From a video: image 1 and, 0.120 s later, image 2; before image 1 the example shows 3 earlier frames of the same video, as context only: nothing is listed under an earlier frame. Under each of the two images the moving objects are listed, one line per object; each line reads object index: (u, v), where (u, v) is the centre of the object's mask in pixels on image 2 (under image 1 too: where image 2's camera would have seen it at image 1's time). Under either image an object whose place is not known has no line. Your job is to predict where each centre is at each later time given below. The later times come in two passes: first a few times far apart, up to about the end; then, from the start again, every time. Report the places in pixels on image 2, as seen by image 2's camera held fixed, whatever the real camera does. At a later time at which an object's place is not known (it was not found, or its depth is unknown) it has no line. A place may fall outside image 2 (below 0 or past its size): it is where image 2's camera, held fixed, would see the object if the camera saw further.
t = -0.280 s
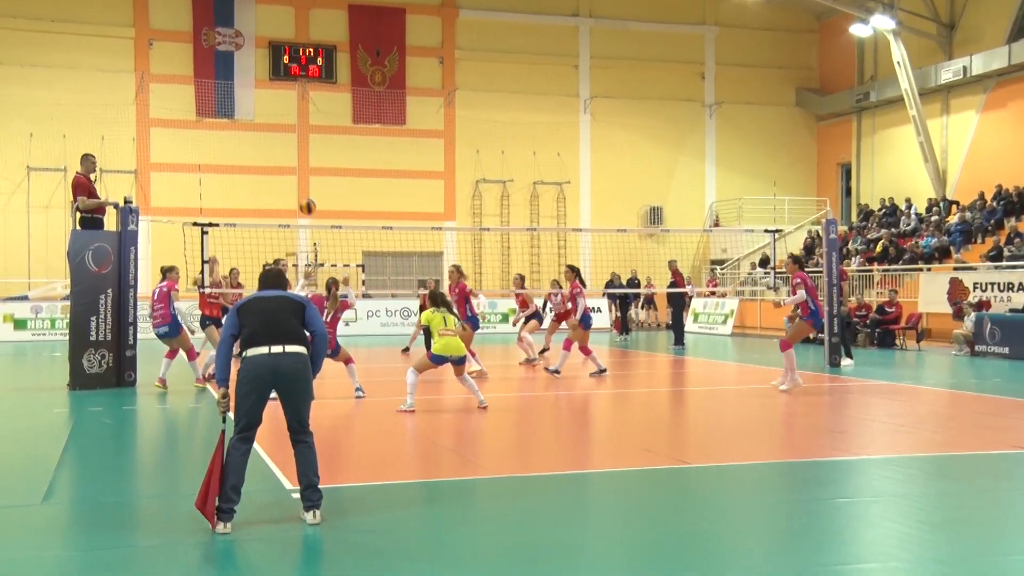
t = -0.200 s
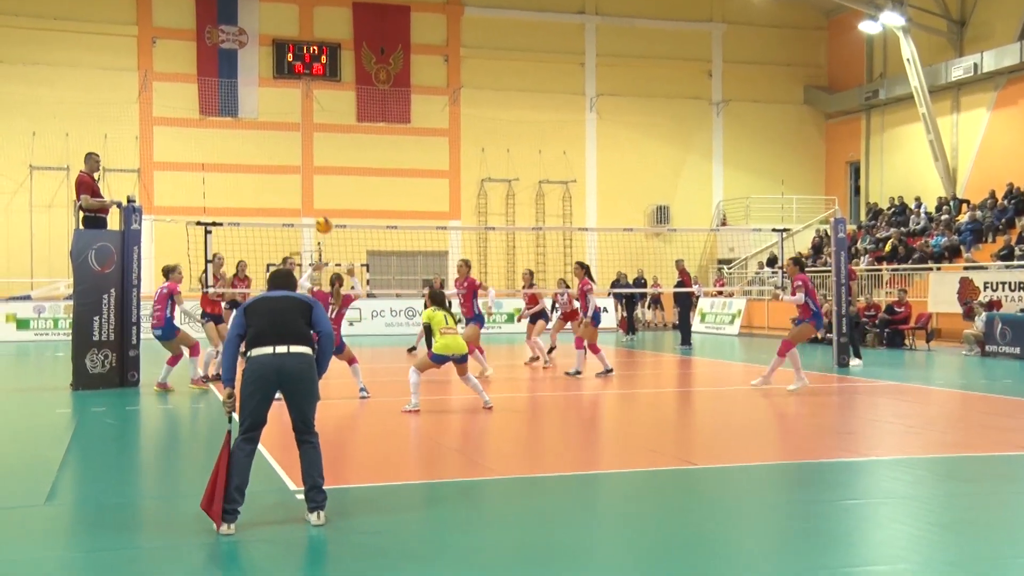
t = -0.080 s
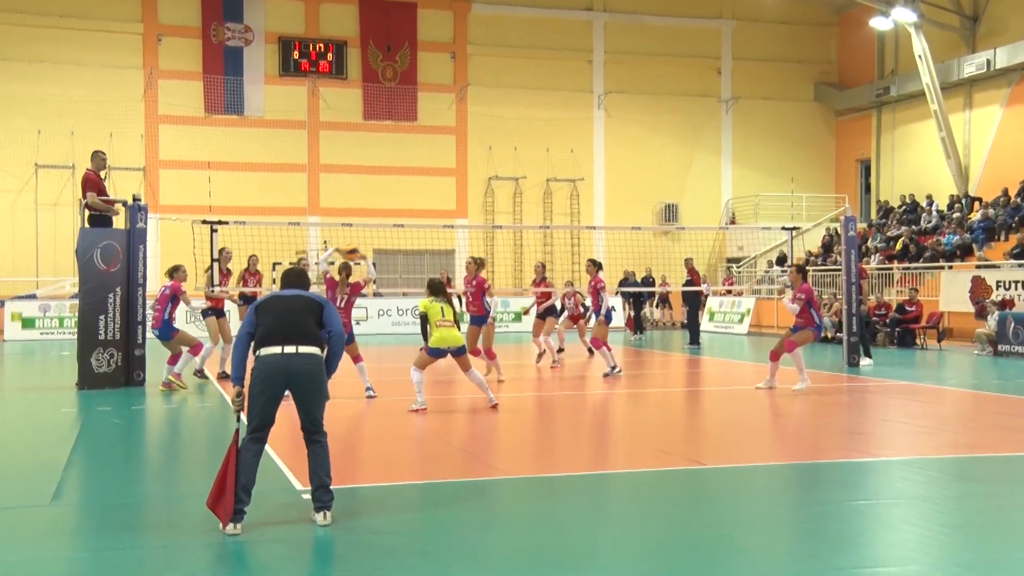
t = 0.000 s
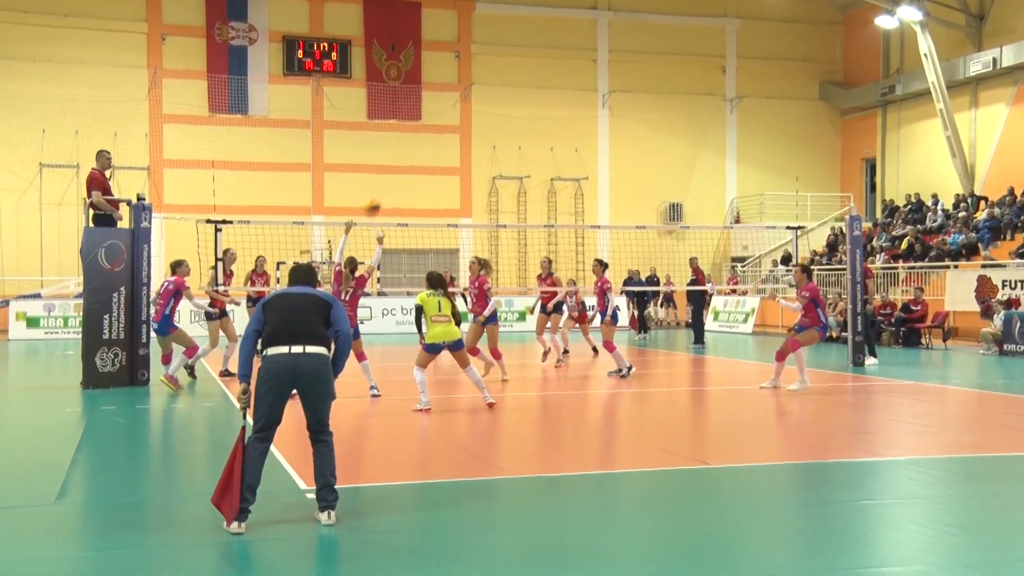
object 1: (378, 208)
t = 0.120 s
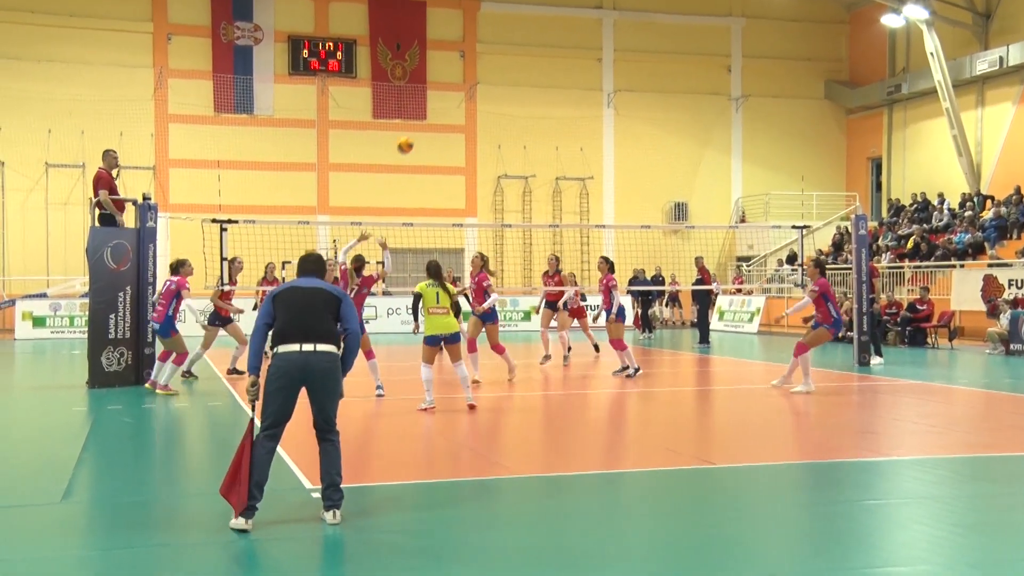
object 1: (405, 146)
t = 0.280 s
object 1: (442, 84)
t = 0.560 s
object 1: (499, 32)
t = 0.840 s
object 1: (553, 41)
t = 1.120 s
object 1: (600, 104)
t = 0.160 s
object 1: (415, 128)
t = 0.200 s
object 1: (424, 112)
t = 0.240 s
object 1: (433, 98)
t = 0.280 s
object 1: (442, 84)
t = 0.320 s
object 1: (450, 73)
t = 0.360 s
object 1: (458, 63)
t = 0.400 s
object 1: (467, 54)
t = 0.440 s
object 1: (475, 46)
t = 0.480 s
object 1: (483, 40)
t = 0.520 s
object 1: (491, 36)
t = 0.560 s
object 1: (499, 32)
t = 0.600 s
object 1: (508, 30)
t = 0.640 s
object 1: (516, 29)
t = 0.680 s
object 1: (523, 29)
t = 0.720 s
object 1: (530, 30)
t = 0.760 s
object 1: (538, 32)
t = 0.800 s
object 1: (546, 36)
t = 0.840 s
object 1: (553, 41)
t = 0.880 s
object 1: (560, 46)
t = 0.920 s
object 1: (567, 53)
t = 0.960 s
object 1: (573, 61)
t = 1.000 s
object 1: (580, 70)
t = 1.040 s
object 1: (587, 81)
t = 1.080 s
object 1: (593, 92)
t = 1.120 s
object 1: (600, 104)
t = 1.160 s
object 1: (606, 117)
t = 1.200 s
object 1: (611, 131)
